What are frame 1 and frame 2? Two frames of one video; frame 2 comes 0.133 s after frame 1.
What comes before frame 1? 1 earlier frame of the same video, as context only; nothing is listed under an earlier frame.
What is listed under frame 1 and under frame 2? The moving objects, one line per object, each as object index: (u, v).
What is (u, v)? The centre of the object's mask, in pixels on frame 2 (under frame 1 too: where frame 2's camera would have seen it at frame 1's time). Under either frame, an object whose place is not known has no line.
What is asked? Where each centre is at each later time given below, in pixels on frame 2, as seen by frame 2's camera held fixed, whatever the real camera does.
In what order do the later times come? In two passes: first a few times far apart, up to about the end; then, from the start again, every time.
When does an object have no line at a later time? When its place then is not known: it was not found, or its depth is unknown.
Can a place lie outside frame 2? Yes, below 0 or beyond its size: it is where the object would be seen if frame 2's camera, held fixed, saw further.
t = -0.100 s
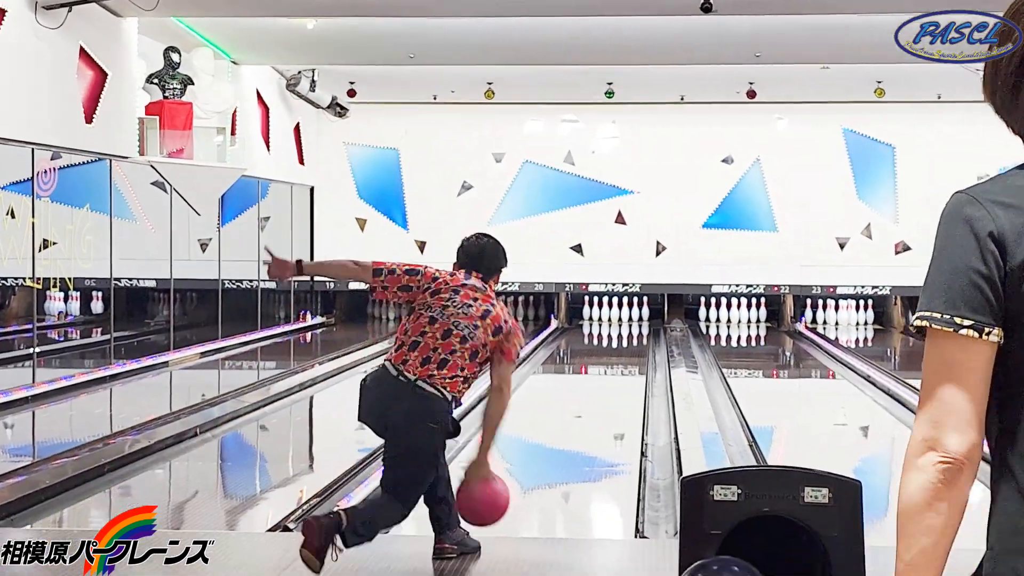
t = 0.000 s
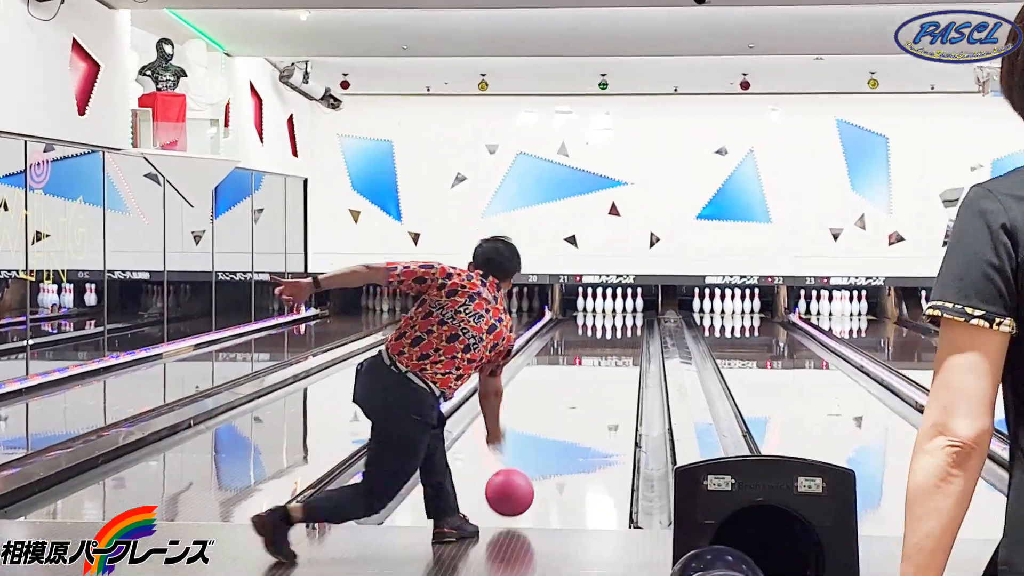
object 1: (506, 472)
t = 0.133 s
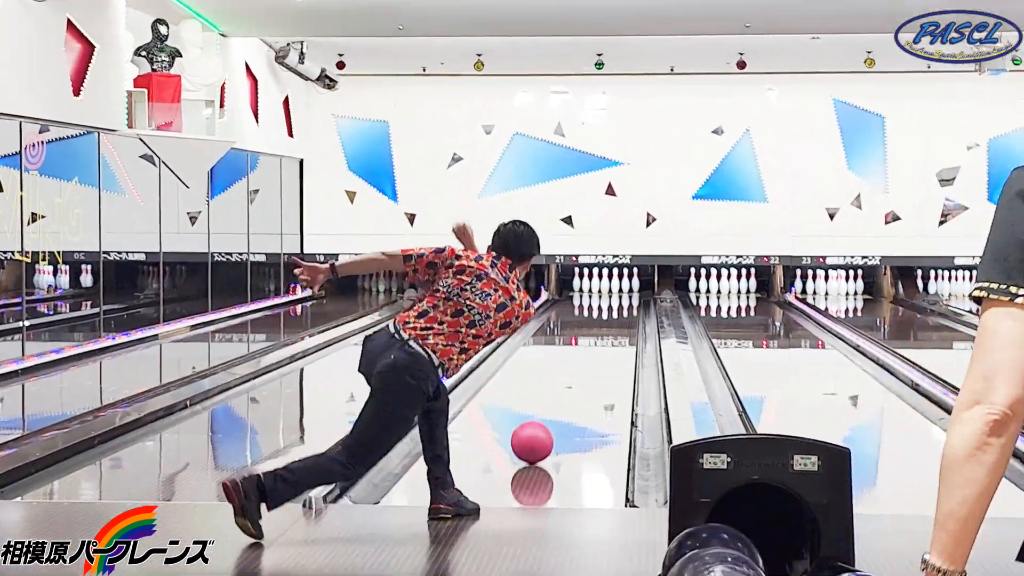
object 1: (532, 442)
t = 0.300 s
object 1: (556, 410)
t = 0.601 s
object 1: (585, 370)
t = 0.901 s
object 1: (603, 342)
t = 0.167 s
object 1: (537, 435)
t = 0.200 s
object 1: (542, 428)
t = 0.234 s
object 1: (547, 422)
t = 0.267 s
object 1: (552, 415)
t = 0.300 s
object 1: (556, 410)
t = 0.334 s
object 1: (560, 404)
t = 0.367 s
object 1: (564, 399)
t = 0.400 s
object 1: (568, 394)
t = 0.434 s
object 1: (571, 390)
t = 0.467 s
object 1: (574, 385)
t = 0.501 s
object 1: (577, 381)
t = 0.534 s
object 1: (580, 377)
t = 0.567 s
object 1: (583, 373)
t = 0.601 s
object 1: (585, 370)
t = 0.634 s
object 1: (588, 366)
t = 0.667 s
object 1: (590, 363)
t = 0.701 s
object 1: (592, 359)
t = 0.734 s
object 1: (594, 356)
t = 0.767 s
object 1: (596, 354)
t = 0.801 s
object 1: (598, 350)
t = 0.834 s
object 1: (600, 347)
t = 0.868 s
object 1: (602, 345)
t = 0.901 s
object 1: (603, 342)
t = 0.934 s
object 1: (605, 339)
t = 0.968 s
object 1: (606, 337)
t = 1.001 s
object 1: (607, 335)
